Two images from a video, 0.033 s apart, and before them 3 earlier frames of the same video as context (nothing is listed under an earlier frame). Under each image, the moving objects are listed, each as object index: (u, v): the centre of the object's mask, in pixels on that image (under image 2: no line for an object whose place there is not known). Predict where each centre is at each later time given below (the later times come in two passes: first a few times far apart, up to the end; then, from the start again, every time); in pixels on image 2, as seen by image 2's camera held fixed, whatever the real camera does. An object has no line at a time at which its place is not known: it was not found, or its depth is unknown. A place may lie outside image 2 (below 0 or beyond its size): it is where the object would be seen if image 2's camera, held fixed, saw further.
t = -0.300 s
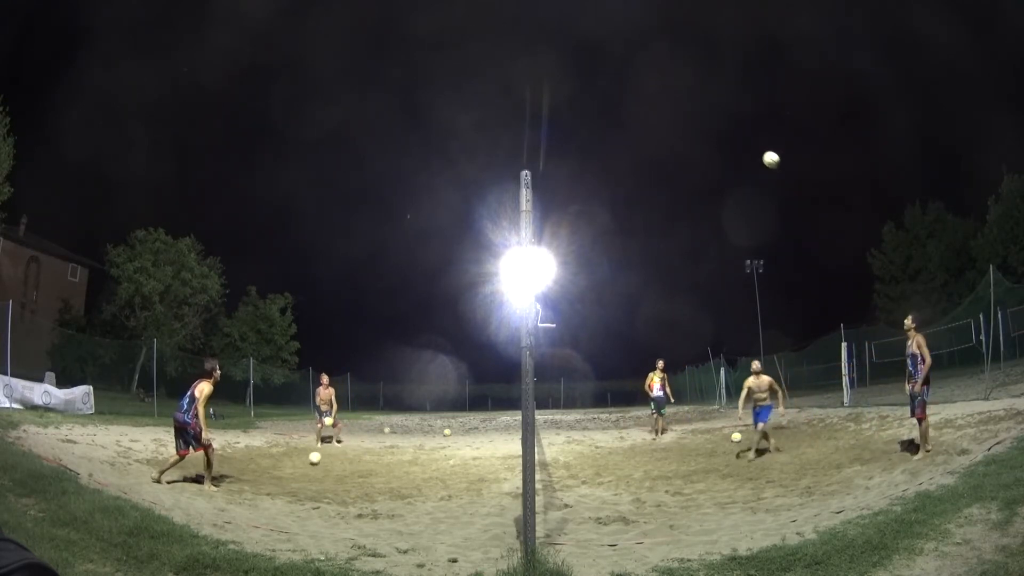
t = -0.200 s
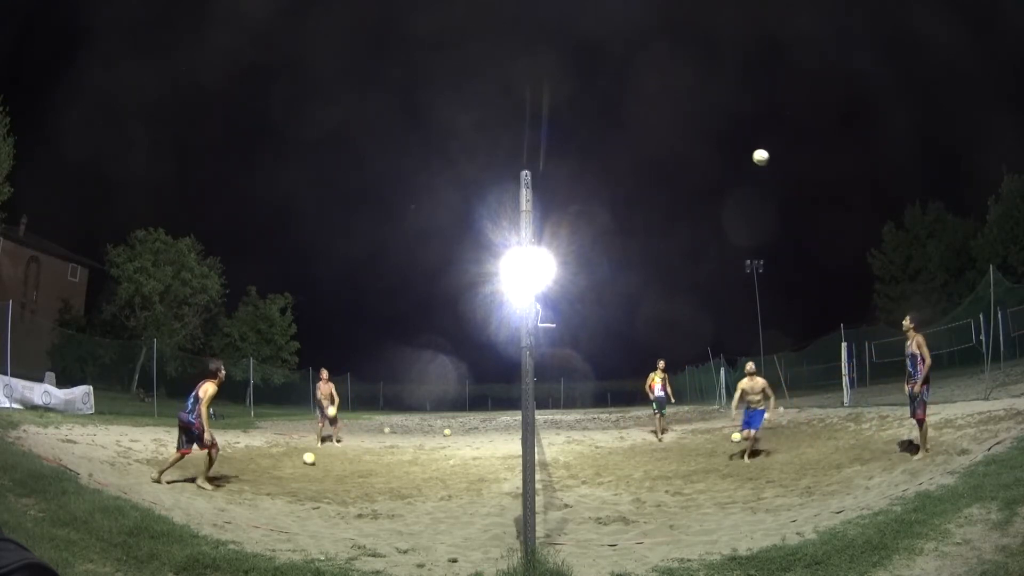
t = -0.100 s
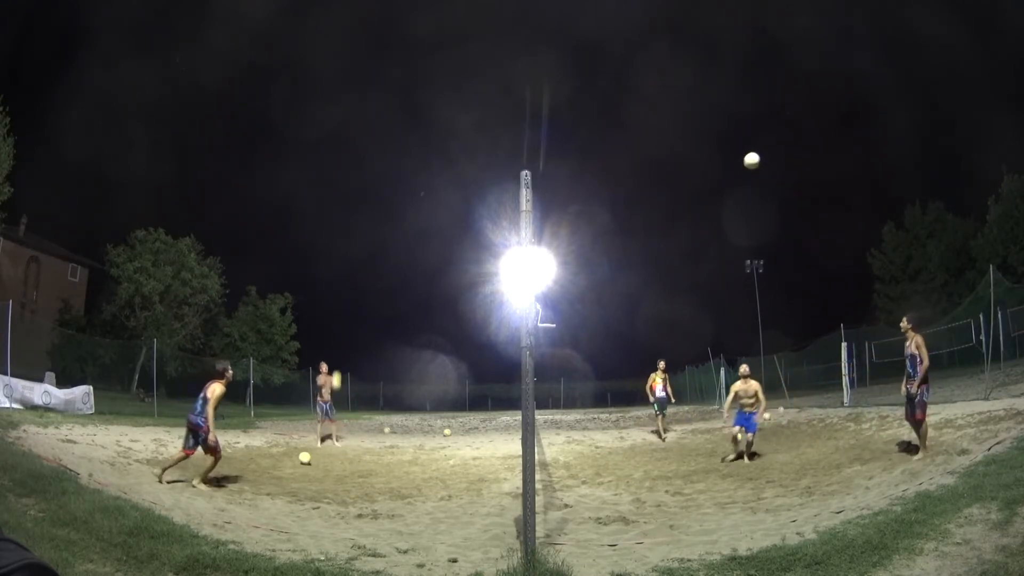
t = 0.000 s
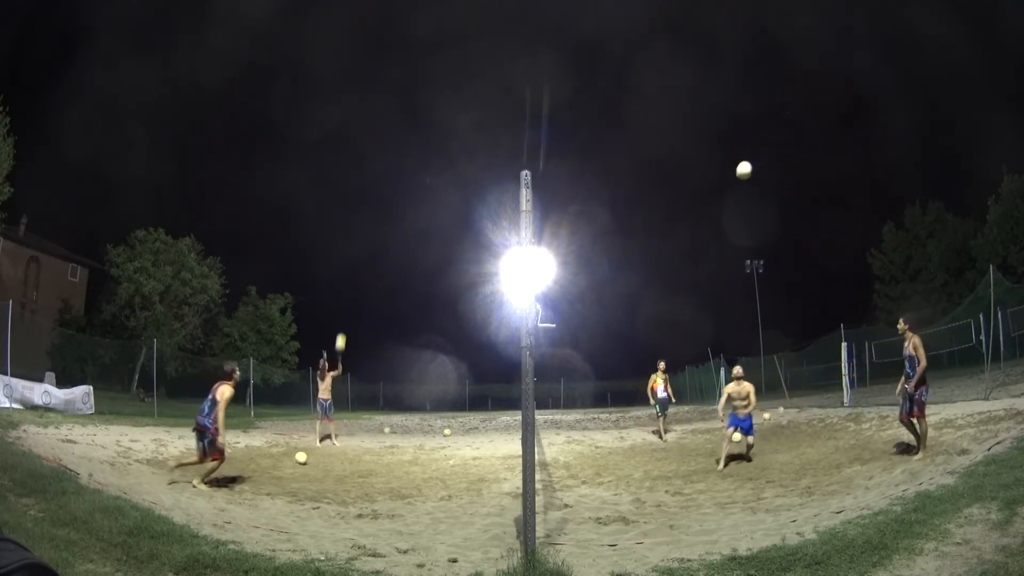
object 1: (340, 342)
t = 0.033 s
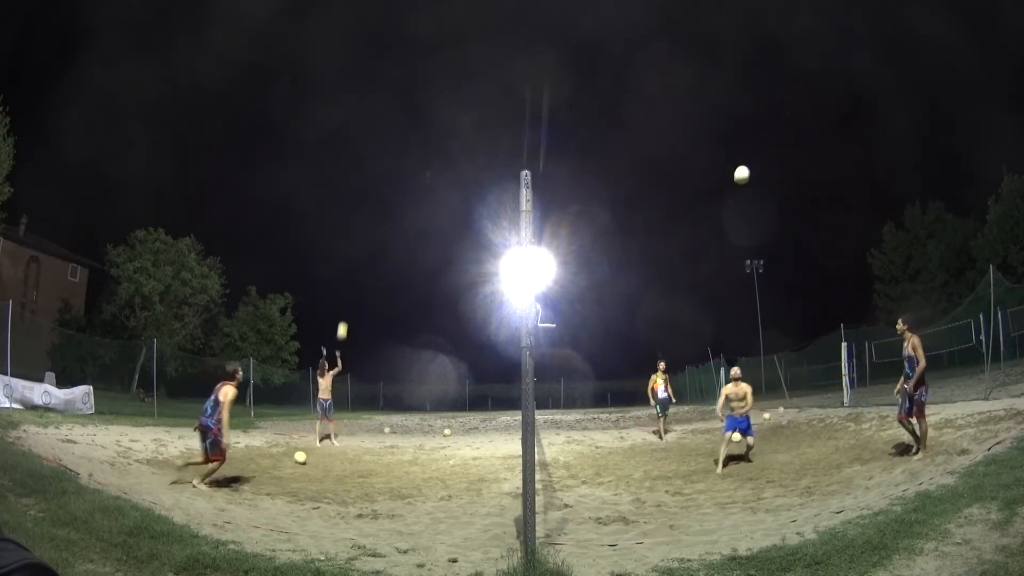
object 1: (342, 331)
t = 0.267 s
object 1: (353, 264)
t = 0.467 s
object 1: (363, 228)
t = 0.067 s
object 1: (344, 319)
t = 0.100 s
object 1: (345, 308)
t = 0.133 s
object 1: (347, 299)
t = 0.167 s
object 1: (348, 289)
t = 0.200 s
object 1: (350, 280)
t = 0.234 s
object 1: (352, 272)
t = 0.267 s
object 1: (353, 264)
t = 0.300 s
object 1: (355, 256)
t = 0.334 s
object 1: (357, 250)
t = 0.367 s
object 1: (358, 244)
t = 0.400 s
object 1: (360, 238)
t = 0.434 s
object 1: (362, 233)
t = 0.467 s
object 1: (363, 228)
